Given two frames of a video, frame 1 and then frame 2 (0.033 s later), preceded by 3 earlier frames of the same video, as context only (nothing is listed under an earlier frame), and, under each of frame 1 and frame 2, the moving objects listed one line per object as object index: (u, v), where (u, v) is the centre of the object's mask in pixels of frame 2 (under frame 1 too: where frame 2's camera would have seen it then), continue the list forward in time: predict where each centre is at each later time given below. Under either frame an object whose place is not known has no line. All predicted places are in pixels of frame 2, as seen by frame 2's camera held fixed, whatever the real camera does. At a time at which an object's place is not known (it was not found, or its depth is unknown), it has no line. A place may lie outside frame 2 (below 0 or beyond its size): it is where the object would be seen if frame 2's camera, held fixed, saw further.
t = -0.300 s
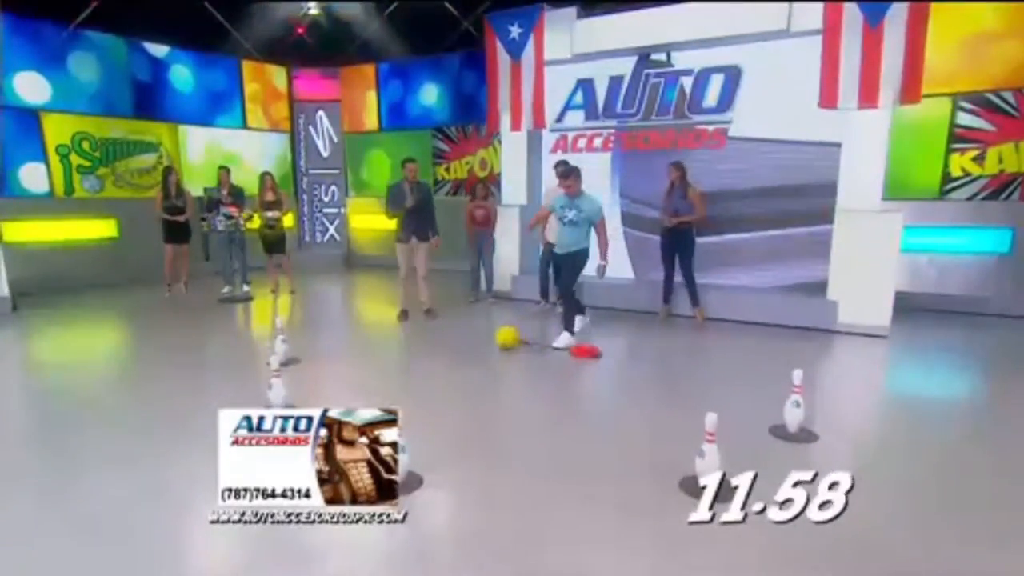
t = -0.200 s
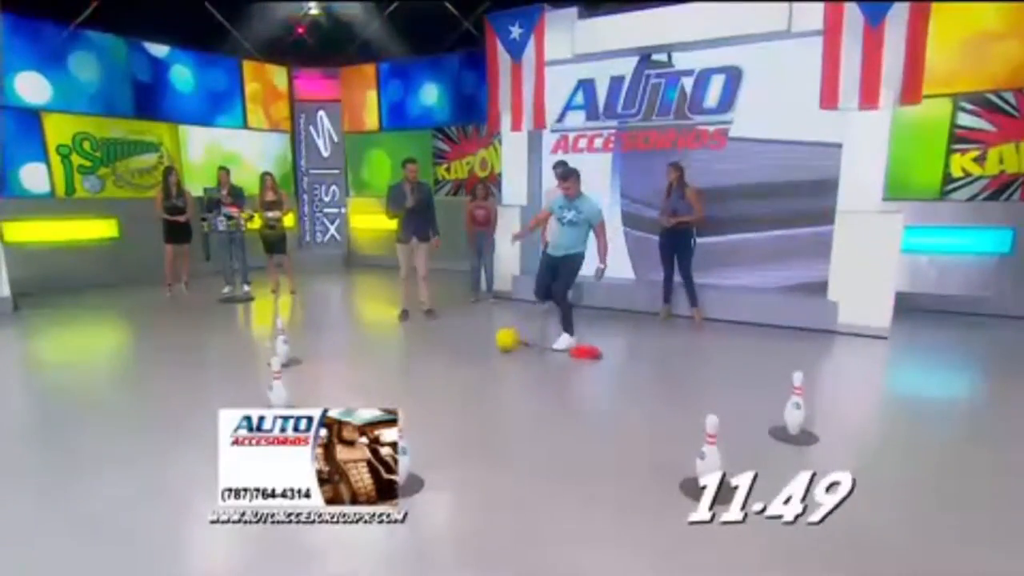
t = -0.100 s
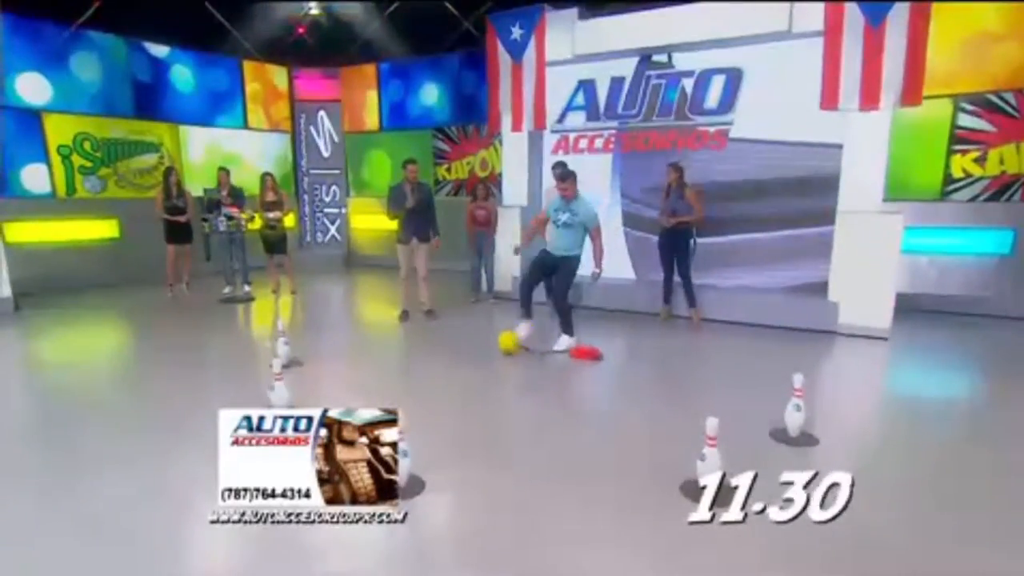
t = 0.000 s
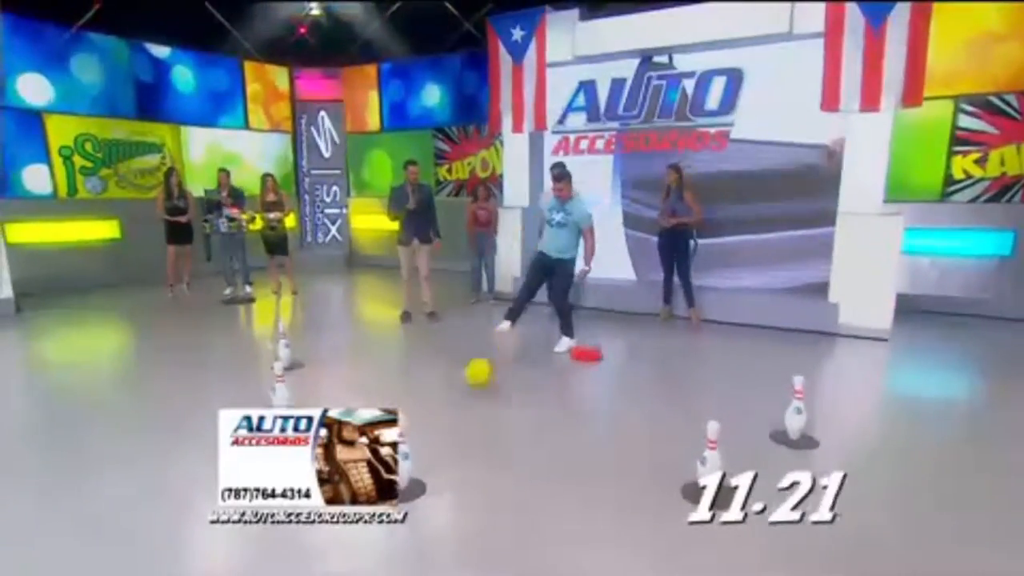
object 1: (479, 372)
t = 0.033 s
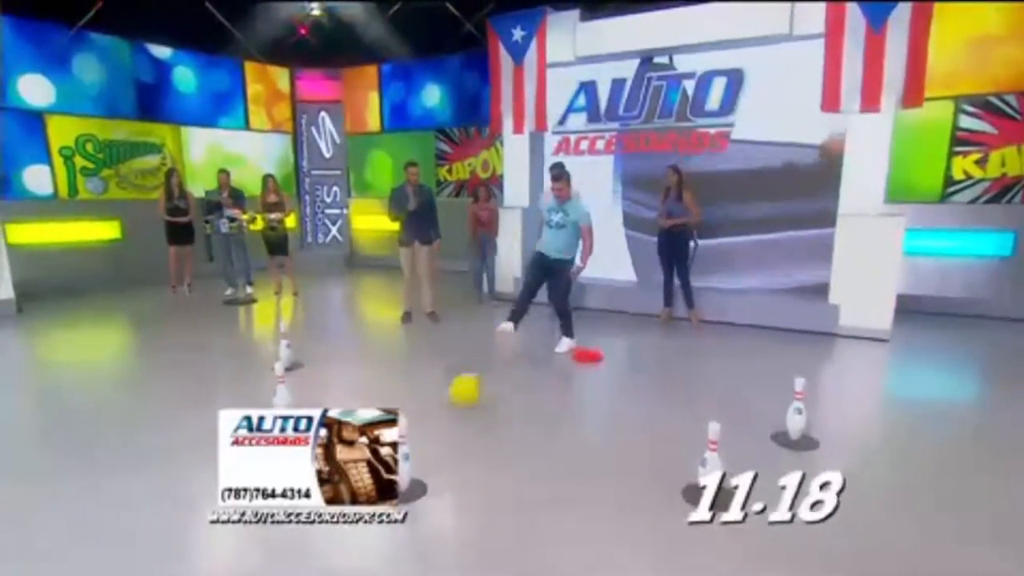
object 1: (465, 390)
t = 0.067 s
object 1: (452, 411)
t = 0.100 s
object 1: (436, 437)
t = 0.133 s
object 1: (432, 462)
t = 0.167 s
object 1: (467, 465)
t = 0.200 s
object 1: (504, 456)
